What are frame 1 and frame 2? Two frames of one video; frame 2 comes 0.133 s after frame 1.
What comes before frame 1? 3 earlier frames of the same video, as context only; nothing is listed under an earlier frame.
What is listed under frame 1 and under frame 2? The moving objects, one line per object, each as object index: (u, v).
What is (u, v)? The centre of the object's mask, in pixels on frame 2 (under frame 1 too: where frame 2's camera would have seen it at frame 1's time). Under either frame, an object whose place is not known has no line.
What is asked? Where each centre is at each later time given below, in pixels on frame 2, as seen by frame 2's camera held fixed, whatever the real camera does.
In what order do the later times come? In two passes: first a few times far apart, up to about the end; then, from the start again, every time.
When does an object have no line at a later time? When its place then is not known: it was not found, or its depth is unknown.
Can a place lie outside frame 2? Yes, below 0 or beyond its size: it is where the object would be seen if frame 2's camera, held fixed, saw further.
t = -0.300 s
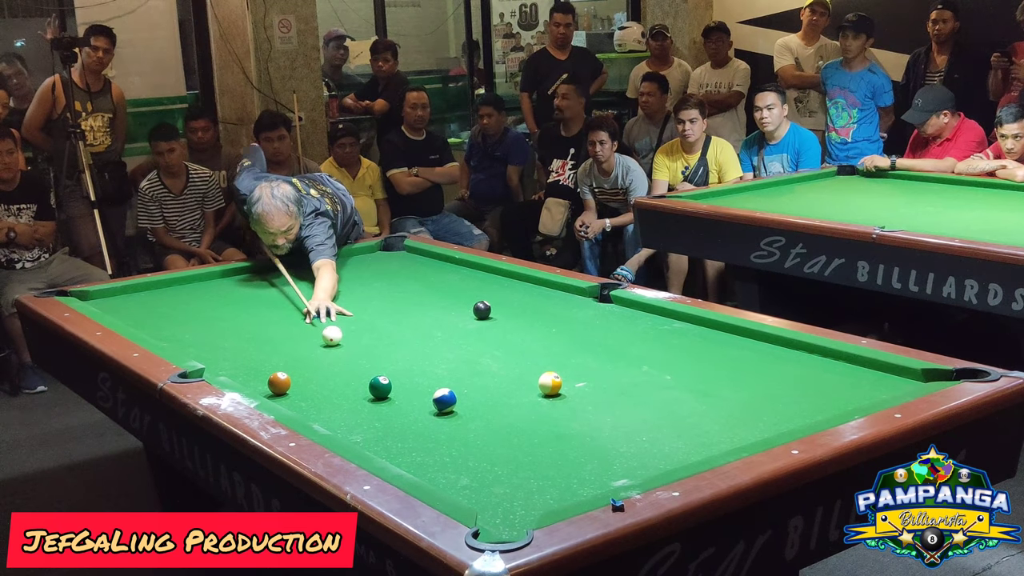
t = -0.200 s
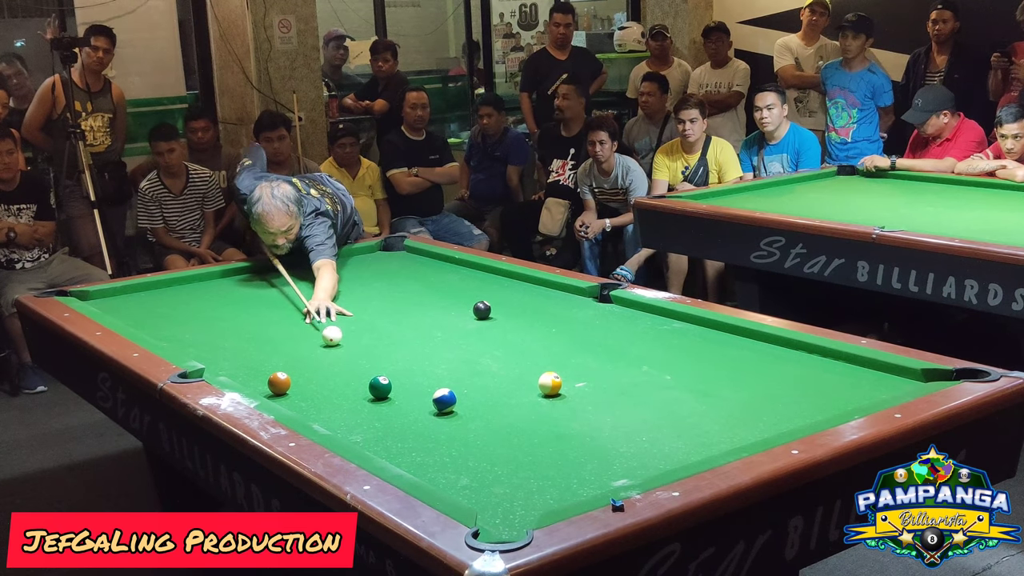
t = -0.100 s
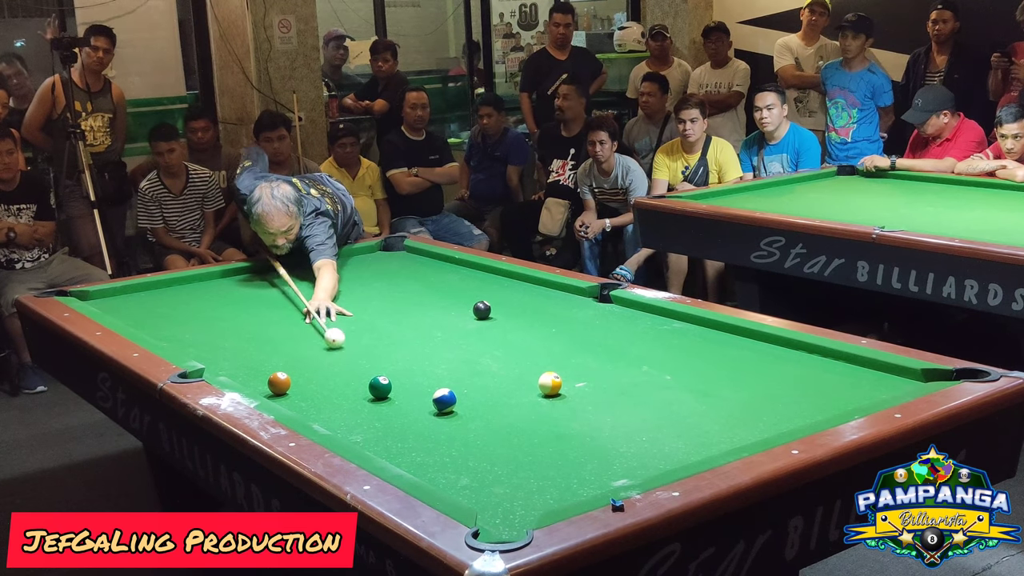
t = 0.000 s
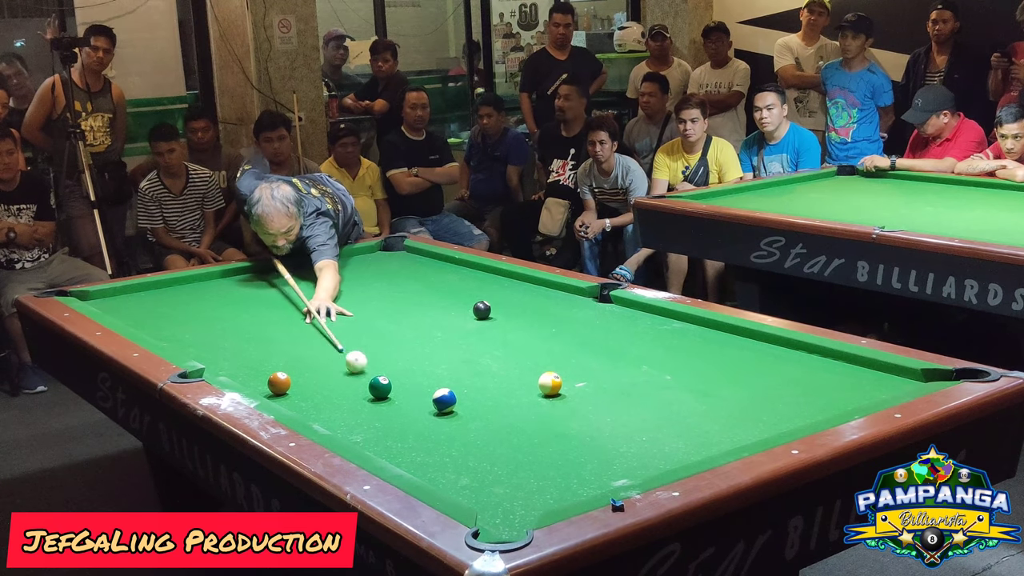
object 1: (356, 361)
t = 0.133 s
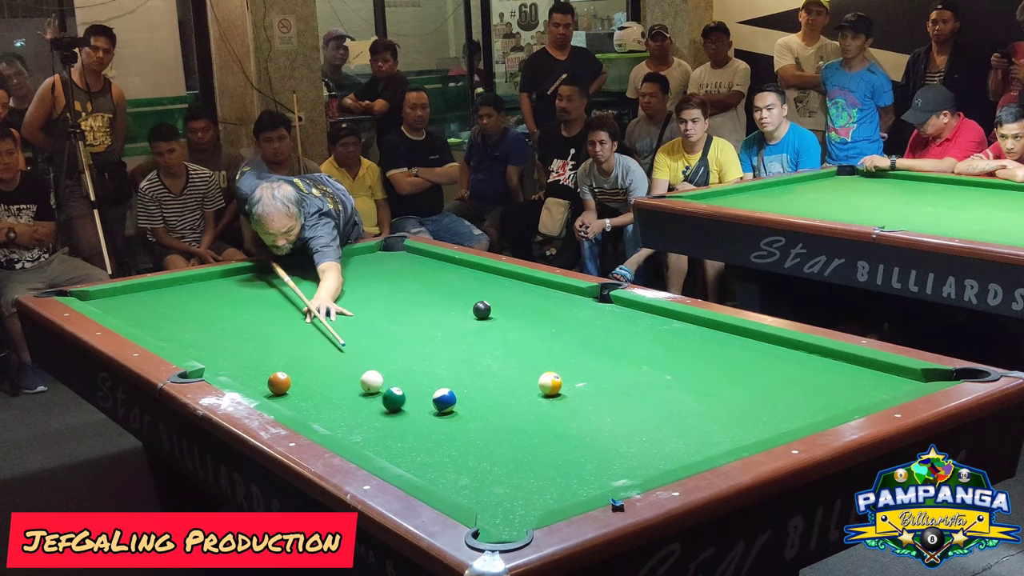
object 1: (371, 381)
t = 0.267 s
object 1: (370, 385)
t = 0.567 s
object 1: (366, 391)
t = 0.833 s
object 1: (364, 396)
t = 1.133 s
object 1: (361, 401)
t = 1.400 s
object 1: (359, 404)
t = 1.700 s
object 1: (358, 407)
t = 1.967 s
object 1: (357, 408)
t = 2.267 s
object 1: (357, 409)
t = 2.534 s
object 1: (358, 409)
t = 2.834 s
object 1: (358, 409)
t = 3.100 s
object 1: (358, 409)
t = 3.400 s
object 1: (358, 409)
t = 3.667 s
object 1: (358, 409)
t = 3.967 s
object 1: (358, 409)
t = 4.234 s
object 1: (358, 409)
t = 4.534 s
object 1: (358, 409)
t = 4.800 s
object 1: (358, 409)
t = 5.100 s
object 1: (358, 409)
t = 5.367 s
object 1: (358, 409)
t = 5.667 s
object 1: (358, 409)
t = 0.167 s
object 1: (371, 382)
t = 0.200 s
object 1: (370, 383)
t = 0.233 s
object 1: (370, 384)
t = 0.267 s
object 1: (370, 385)
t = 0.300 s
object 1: (369, 385)
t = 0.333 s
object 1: (369, 386)
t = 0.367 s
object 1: (368, 387)
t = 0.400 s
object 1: (368, 388)
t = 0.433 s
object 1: (368, 388)
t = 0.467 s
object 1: (367, 389)
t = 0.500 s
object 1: (367, 390)
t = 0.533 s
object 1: (367, 390)
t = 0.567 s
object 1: (366, 391)
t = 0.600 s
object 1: (366, 392)
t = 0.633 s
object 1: (365, 393)
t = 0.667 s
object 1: (365, 393)
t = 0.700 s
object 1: (365, 394)
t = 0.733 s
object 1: (365, 394)
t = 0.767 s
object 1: (364, 395)
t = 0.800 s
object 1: (364, 396)
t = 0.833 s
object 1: (364, 396)
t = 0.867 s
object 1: (363, 397)
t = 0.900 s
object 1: (363, 397)
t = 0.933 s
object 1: (363, 398)
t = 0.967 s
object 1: (362, 398)
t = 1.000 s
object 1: (362, 399)
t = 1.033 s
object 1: (362, 399)
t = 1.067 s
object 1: (362, 400)
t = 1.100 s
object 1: (361, 400)
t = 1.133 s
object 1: (361, 401)
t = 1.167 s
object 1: (361, 401)
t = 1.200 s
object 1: (360, 402)
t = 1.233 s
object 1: (360, 402)
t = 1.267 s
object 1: (360, 403)
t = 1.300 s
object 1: (359, 403)
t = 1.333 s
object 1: (359, 403)
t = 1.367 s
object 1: (359, 404)
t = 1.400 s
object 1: (359, 404)
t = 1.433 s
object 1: (358, 404)
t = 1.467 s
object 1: (358, 405)
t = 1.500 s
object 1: (358, 405)
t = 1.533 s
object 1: (358, 405)
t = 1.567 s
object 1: (358, 406)
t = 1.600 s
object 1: (358, 406)
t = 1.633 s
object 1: (358, 406)
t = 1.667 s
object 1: (358, 407)
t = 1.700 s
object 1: (358, 407)
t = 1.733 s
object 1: (357, 407)
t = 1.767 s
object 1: (357, 407)
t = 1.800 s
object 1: (357, 407)
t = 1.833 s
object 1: (357, 407)
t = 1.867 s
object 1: (357, 408)
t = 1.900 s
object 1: (357, 408)
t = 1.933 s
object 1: (357, 408)
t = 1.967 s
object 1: (357, 408)
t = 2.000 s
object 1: (357, 408)
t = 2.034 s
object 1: (357, 408)
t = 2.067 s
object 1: (357, 409)
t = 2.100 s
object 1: (357, 409)
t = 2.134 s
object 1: (357, 409)
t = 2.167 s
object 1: (357, 409)
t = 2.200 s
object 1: (357, 409)
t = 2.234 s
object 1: (357, 409)
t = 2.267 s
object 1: (357, 409)
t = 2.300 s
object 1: (357, 409)
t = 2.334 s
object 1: (357, 409)
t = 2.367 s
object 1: (357, 409)
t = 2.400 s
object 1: (358, 409)
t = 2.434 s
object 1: (358, 409)
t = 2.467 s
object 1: (358, 409)
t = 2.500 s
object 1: (358, 409)
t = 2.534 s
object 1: (358, 409)
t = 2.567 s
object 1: (358, 409)
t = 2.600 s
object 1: (358, 409)
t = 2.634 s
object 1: (358, 409)
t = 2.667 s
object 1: (358, 409)
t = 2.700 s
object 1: (358, 409)
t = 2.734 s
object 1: (358, 409)
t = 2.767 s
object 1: (358, 409)
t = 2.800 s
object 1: (358, 409)
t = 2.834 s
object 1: (358, 409)
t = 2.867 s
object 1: (358, 409)
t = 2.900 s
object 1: (358, 409)
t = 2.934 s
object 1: (358, 409)
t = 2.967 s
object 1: (358, 409)
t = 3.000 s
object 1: (358, 409)
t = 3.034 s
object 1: (358, 409)
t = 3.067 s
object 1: (358, 409)
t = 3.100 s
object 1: (358, 409)
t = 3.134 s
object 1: (358, 409)
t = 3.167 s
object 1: (358, 409)
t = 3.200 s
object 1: (358, 409)
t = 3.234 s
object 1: (358, 409)
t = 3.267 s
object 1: (358, 409)
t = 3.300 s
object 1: (358, 409)
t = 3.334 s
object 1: (358, 409)
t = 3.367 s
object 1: (358, 409)
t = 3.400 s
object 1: (358, 409)
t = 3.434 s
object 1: (358, 409)
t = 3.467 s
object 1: (358, 409)
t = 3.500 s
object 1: (358, 409)
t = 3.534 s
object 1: (358, 409)
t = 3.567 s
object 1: (358, 409)
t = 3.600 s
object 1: (358, 409)
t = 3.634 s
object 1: (358, 409)
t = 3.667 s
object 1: (358, 409)
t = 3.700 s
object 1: (358, 409)
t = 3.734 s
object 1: (358, 409)
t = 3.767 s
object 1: (358, 409)
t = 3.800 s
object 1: (358, 409)
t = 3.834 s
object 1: (358, 409)
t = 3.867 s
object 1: (358, 409)
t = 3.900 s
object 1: (358, 409)
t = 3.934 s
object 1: (358, 409)
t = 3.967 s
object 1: (358, 409)
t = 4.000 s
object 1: (358, 409)
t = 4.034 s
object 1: (358, 409)
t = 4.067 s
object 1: (358, 409)
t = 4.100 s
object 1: (358, 409)
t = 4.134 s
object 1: (358, 409)
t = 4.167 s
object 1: (358, 409)
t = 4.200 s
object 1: (358, 409)
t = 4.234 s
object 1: (358, 409)
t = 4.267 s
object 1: (358, 409)
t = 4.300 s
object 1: (358, 409)
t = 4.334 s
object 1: (358, 409)
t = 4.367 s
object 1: (358, 409)
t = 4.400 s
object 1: (358, 409)
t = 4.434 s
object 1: (358, 409)
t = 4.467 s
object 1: (358, 409)
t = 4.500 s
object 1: (358, 409)
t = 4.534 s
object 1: (358, 409)
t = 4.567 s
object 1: (358, 409)
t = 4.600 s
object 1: (358, 409)
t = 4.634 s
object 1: (358, 409)
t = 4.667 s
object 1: (358, 409)
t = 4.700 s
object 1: (358, 409)
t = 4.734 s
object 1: (358, 409)
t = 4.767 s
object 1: (358, 409)
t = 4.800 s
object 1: (358, 409)
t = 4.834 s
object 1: (358, 409)
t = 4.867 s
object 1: (358, 409)
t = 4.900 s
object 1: (358, 409)
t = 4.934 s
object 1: (358, 409)
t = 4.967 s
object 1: (358, 409)
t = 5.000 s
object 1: (358, 409)
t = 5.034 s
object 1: (358, 409)
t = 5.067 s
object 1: (358, 409)
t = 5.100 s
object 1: (358, 409)
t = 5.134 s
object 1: (358, 409)
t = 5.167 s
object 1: (358, 409)
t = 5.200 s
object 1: (358, 409)
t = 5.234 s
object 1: (358, 409)
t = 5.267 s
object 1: (358, 409)
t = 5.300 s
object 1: (358, 409)
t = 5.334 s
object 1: (358, 409)
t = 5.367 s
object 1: (358, 409)
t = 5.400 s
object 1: (358, 409)
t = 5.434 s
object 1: (358, 409)
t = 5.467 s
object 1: (358, 409)
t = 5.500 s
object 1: (358, 409)
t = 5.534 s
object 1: (358, 409)
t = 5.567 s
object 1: (358, 409)
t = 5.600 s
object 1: (358, 409)
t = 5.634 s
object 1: (358, 409)
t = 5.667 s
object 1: (358, 409)
